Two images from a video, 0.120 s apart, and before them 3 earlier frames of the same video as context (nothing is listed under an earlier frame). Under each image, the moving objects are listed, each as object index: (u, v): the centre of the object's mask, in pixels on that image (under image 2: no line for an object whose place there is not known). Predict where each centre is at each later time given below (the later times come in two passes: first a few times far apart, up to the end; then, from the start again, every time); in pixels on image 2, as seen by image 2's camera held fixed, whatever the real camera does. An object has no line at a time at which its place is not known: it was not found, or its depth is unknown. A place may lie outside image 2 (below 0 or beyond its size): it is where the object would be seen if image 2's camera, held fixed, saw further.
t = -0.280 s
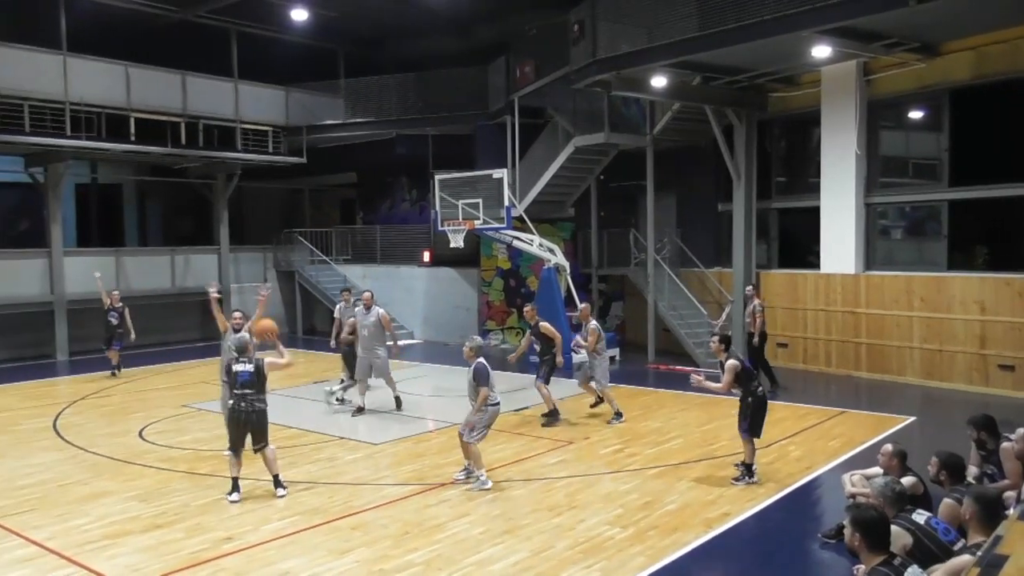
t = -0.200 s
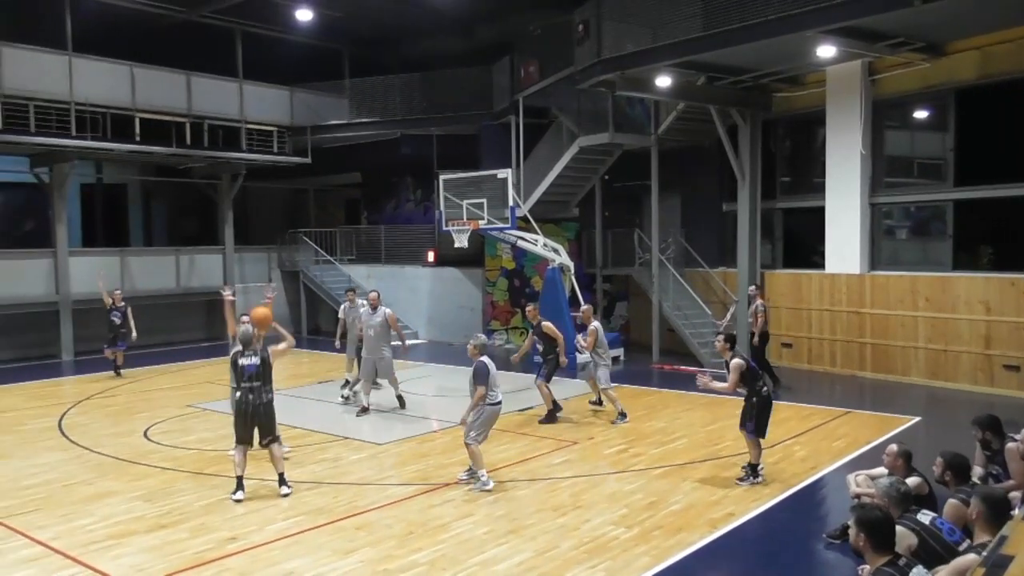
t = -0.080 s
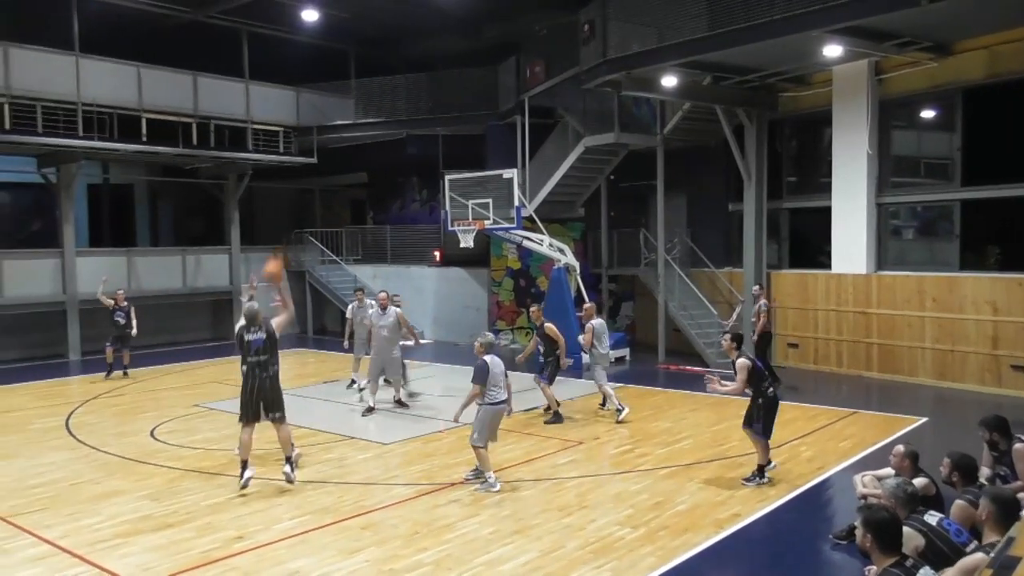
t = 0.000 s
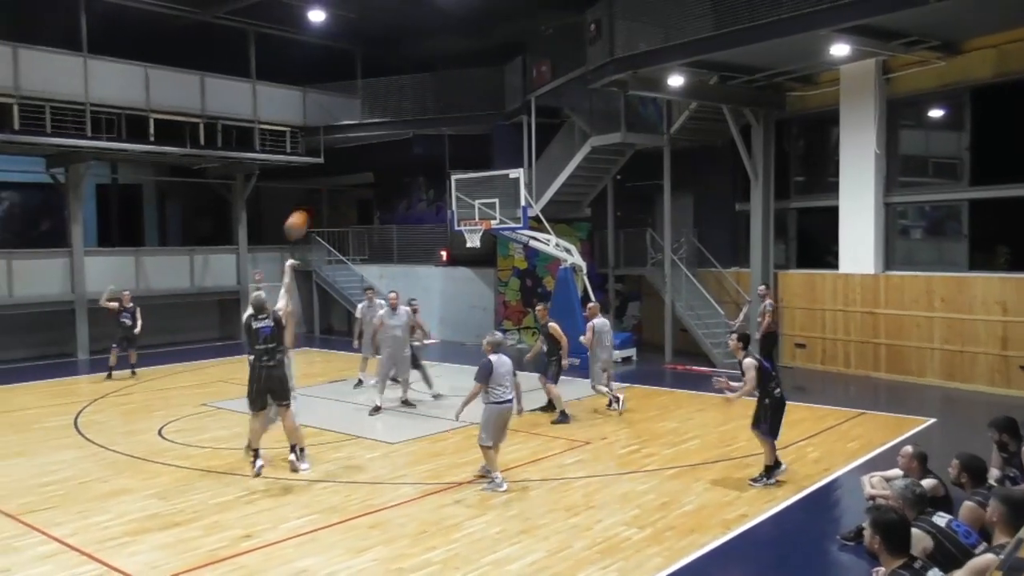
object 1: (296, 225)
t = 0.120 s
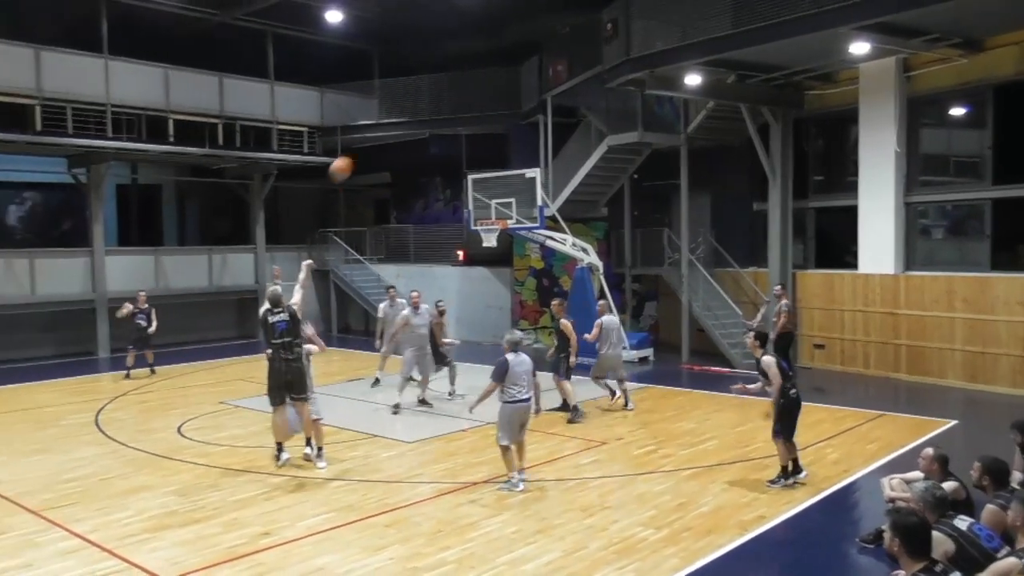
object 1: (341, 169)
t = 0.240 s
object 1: (369, 129)
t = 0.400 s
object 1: (398, 101)
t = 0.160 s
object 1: (351, 154)
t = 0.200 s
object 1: (358, 141)
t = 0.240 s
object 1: (369, 129)
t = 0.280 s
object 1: (375, 120)
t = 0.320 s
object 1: (384, 111)
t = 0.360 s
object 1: (391, 106)
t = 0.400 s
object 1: (398, 101)
